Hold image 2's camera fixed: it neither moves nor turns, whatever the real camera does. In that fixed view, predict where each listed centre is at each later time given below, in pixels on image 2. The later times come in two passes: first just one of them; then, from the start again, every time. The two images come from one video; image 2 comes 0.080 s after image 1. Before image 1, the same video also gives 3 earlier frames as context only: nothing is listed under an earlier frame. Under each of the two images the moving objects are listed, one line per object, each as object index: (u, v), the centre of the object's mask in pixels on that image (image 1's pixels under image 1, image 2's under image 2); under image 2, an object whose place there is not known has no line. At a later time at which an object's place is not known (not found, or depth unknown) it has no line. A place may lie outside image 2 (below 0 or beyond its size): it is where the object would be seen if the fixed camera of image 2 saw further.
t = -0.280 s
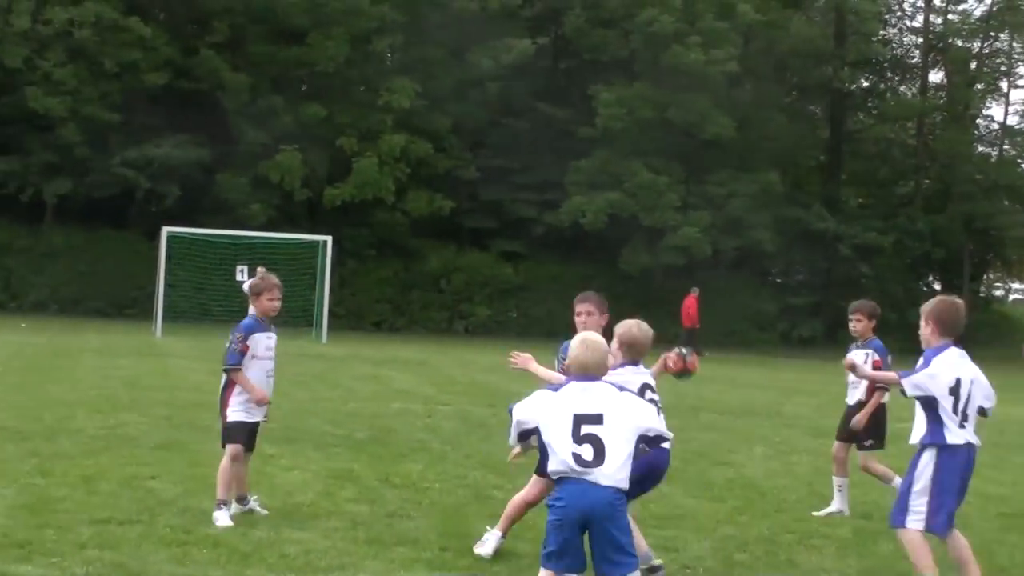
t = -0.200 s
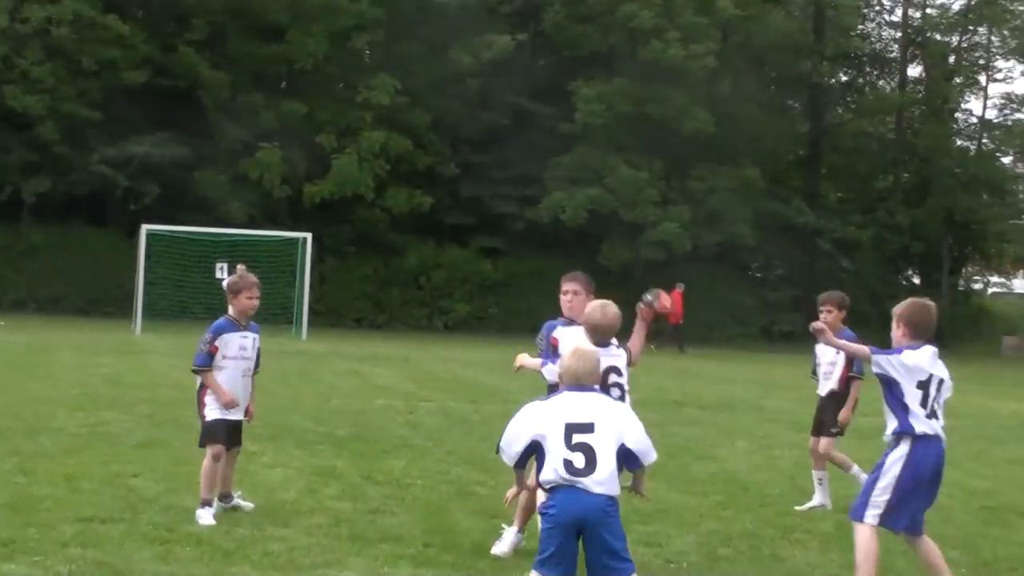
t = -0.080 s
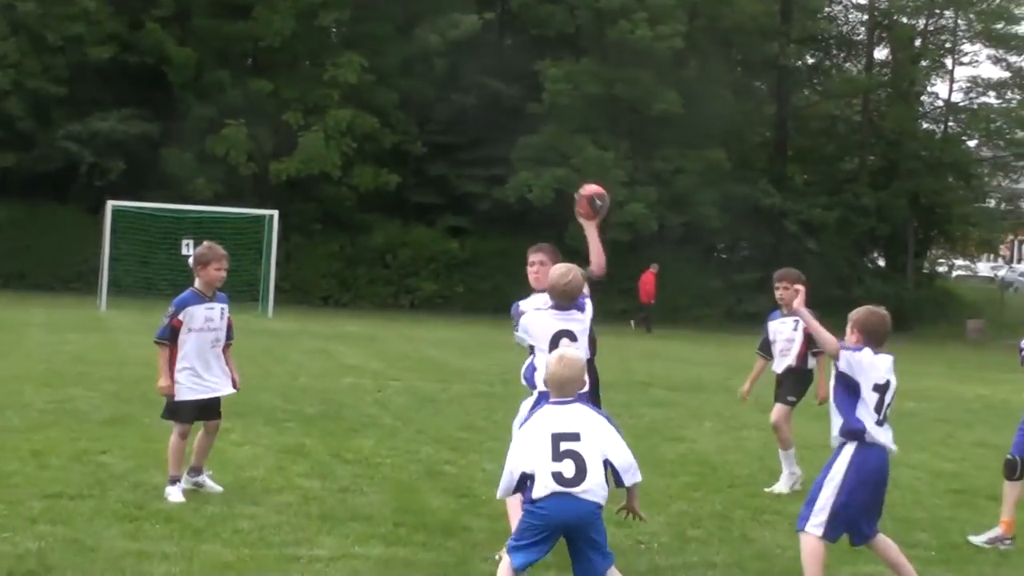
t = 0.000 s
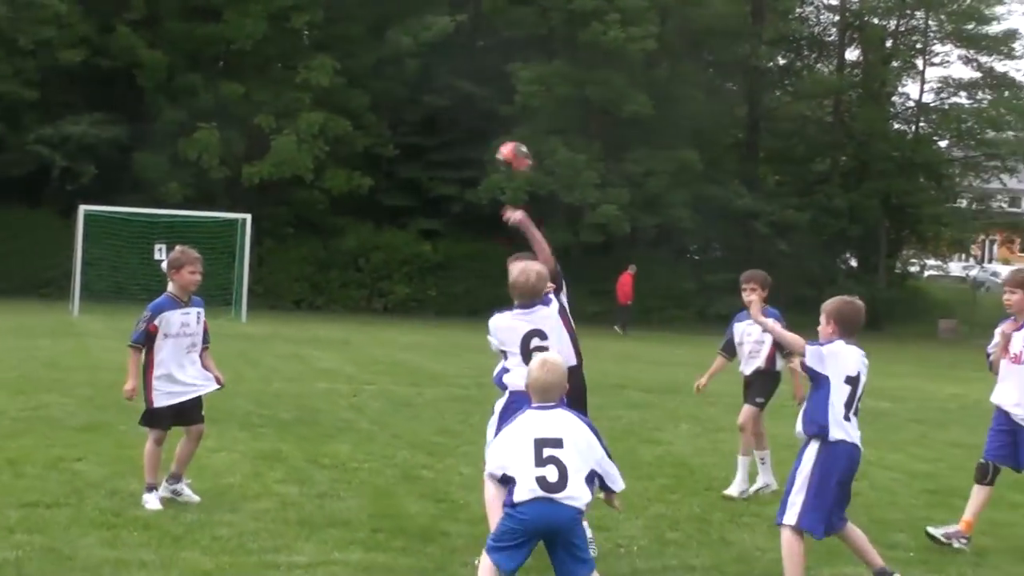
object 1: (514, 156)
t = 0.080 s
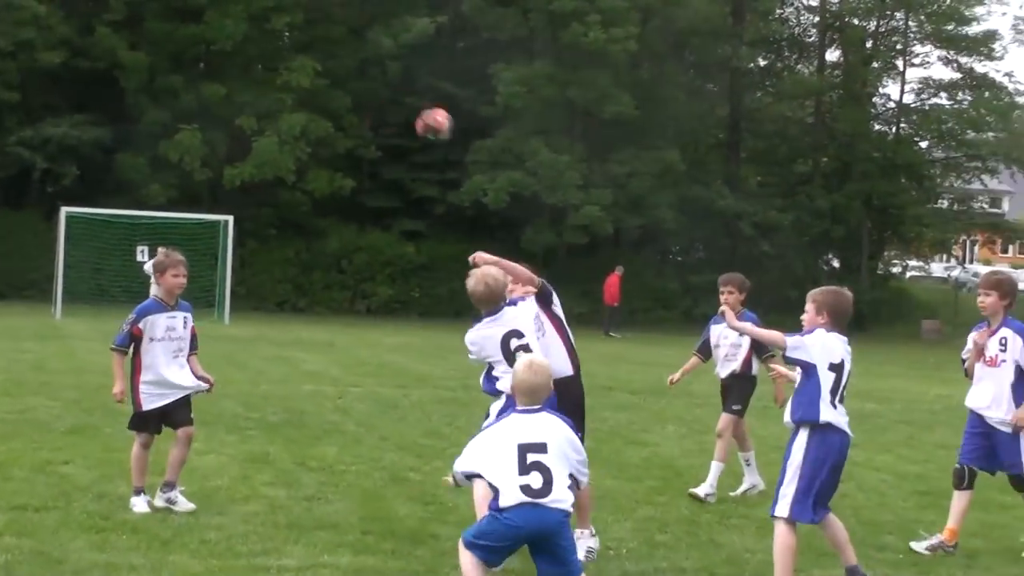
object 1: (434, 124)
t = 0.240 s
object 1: (295, 90)
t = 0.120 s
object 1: (402, 112)
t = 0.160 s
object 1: (368, 99)
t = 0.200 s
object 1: (331, 95)
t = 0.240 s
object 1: (295, 90)
